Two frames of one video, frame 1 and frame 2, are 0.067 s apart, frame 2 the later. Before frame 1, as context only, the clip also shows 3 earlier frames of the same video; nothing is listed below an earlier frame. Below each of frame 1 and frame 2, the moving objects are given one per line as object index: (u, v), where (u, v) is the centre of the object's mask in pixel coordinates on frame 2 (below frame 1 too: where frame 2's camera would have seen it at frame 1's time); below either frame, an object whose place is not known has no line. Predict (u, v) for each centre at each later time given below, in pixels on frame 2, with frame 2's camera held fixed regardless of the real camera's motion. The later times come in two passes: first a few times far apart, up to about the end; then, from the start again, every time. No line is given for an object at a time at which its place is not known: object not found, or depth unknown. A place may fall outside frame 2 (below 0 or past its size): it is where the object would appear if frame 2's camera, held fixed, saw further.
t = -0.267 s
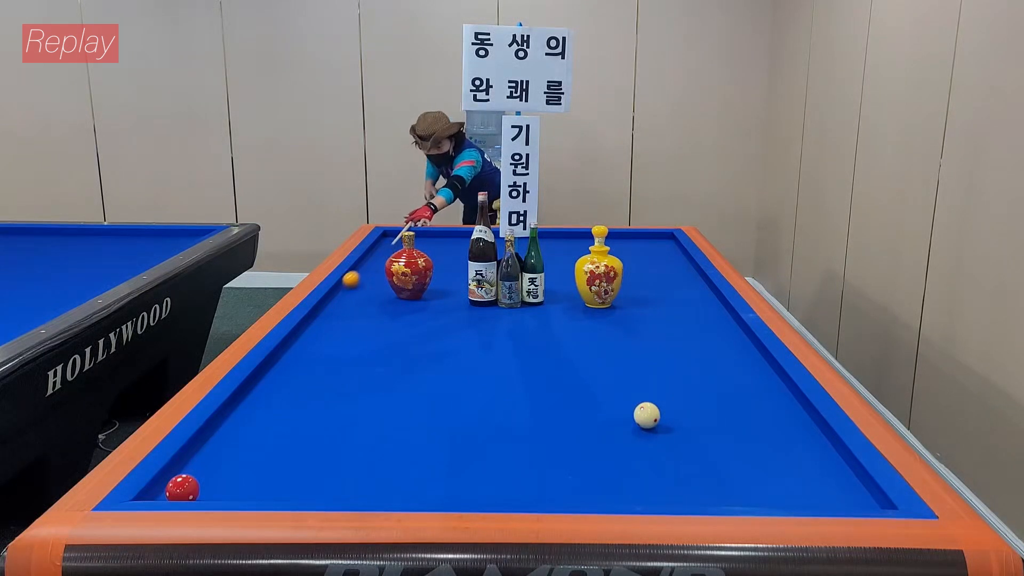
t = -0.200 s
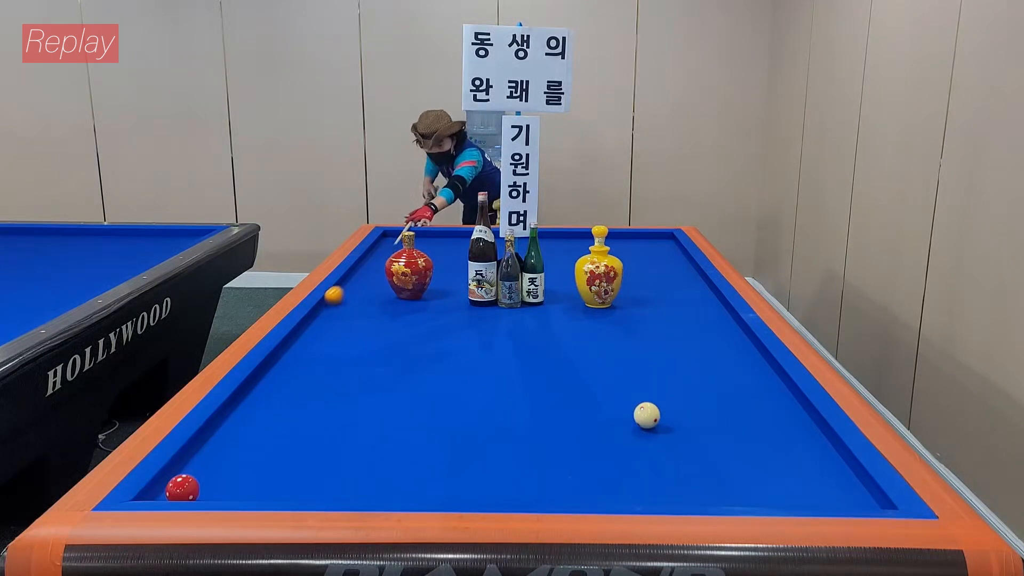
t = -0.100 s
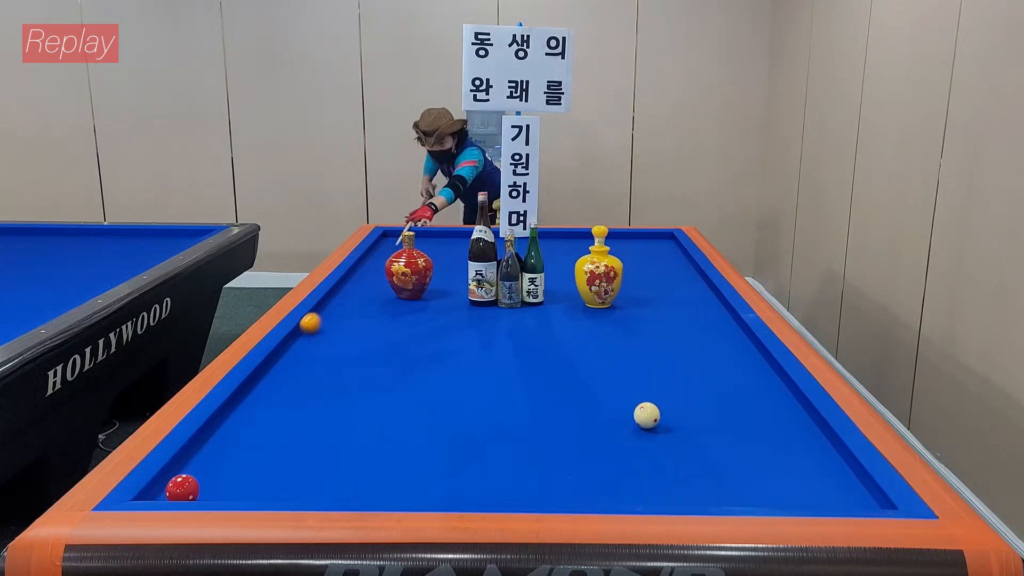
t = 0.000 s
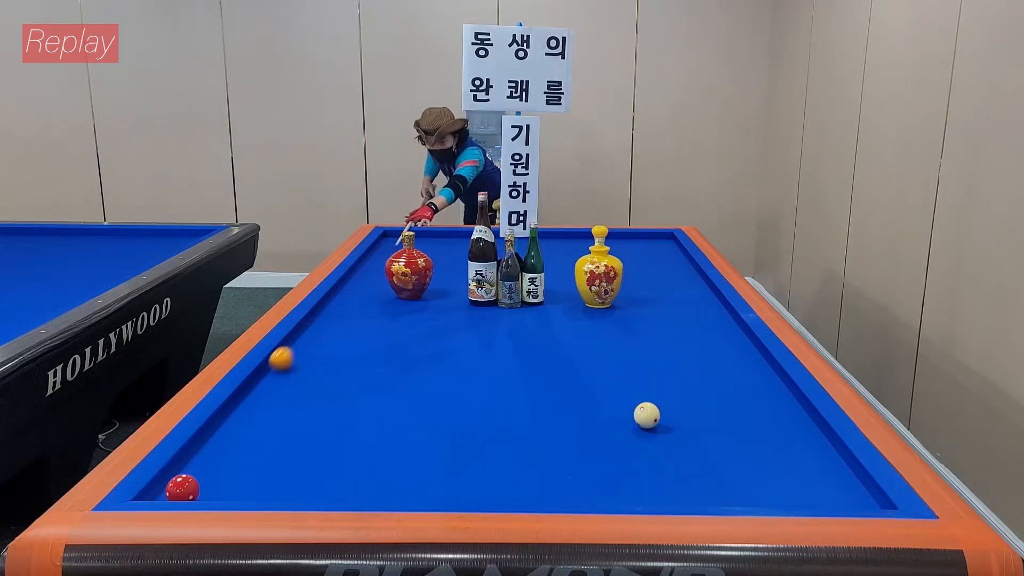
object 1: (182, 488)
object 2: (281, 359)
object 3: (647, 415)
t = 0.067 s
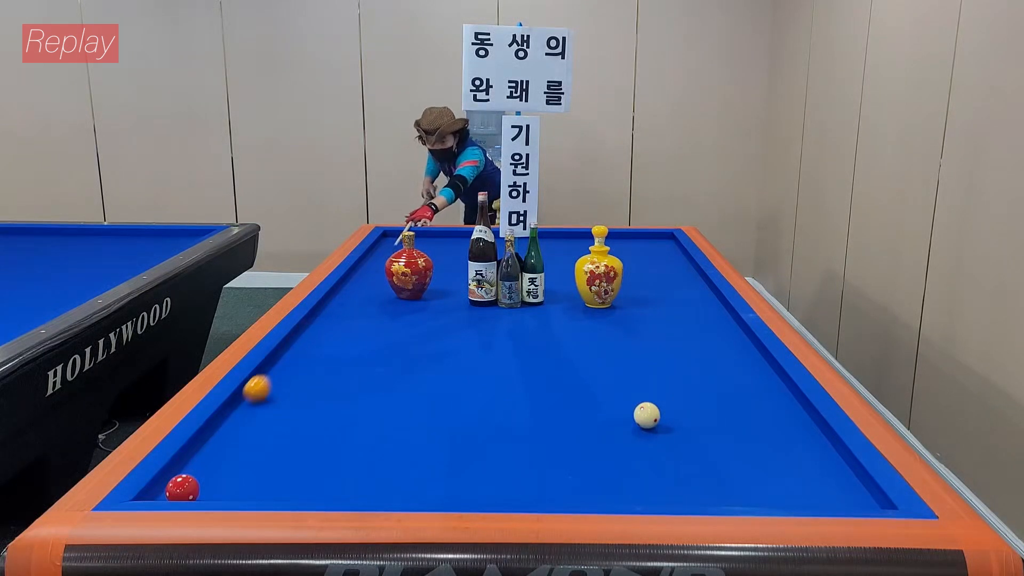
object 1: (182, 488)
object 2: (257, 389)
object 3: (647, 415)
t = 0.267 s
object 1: (213, 479)
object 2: (177, 476)
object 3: (647, 415)
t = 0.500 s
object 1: (352, 422)
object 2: (305, 487)
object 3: (647, 415)
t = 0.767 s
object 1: (455, 378)
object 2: (434, 486)
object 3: (647, 415)
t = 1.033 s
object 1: (534, 345)
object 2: (548, 480)
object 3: (647, 415)
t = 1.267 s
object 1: (590, 321)
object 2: (643, 476)
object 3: (647, 415)
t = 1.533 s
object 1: (643, 299)
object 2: (748, 472)
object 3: (647, 415)
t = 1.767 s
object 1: (682, 283)
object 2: (837, 469)
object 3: (647, 415)
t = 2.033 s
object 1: (674, 268)
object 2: (783, 454)
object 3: (647, 415)
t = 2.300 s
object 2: (725, 439)
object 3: (647, 415)
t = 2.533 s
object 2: (679, 427)
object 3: (647, 415)
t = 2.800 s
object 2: (655, 424)
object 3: (627, 407)
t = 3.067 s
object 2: (638, 424)
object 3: (606, 398)
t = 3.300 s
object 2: (624, 424)
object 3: (589, 391)
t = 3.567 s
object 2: (610, 424)
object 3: (571, 384)
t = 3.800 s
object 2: (599, 424)
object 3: (557, 378)
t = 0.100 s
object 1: (182, 488)
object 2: (243, 407)
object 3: (647, 415)
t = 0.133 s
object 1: (182, 488)
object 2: (227, 426)
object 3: (647, 415)
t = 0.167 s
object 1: (183, 488)
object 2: (210, 447)
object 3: (647, 415)
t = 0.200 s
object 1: (182, 489)
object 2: (193, 467)
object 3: (647, 415)
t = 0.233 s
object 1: (187, 489)
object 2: (175, 474)
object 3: (647, 415)
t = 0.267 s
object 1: (213, 479)
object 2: (177, 476)
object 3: (647, 415)
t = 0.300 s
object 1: (238, 469)
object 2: (198, 477)
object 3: (647, 415)
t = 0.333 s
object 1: (262, 460)
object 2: (218, 477)
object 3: (647, 415)
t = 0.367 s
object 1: (283, 452)
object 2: (236, 479)
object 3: (647, 415)
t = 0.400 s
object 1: (303, 444)
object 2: (254, 480)
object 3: (647, 415)
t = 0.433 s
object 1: (321, 436)
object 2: (272, 482)
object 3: (647, 415)
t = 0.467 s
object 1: (337, 429)
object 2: (288, 485)
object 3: (647, 415)
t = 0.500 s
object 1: (352, 422)
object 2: (305, 487)
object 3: (647, 415)
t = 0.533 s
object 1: (367, 416)
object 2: (320, 489)
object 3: (647, 415)
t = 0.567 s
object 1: (381, 410)
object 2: (336, 492)
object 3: (647, 415)
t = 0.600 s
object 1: (395, 405)
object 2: (351, 494)
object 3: (647, 415)
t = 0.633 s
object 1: (407, 399)
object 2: (369, 492)
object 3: (647, 415)
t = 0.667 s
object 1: (420, 393)
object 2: (387, 490)
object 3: (647, 415)
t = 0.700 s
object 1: (432, 388)
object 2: (403, 488)
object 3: (647, 415)
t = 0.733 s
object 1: (444, 383)
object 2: (419, 487)
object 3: (647, 415)
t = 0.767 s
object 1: (455, 378)
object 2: (434, 486)
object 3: (647, 415)
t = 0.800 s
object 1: (466, 374)
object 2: (449, 485)
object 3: (647, 415)
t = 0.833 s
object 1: (477, 369)
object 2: (463, 484)
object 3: (647, 415)
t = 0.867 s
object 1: (487, 365)
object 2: (478, 483)
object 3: (647, 415)
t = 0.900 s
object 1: (497, 361)
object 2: (492, 483)
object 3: (647, 415)
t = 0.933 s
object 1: (507, 356)
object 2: (506, 482)
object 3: (647, 415)
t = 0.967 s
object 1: (516, 353)
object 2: (520, 481)
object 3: (647, 415)
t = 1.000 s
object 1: (525, 349)
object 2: (534, 481)
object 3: (647, 415)
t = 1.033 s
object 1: (534, 345)
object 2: (548, 480)
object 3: (647, 415)
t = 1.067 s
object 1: (543, 341)
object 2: (562, 480)
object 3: (647, 415)
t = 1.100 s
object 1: (551, 338)
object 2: (575, 479)
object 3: (647, 415)
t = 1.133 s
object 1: (559, 334)
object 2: (589, 478)
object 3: (647, 415)
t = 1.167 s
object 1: (567, 331)
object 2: (603, 478)
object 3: (647, 415)
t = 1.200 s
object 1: (575, 328)
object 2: (616, 478)
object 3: (647, 415)
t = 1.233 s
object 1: (583, 324)
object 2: (630, 477)
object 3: (647, 415)
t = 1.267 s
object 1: (590, 321)
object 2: (643, 476)
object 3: (647, 415)
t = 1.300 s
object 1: (597, 318)
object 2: (657, 476)
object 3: (647, 415)
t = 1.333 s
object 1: (604, 315)
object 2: (670, 475)
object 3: (647, 415)
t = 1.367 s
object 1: (611, 312)
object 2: (683, 475)
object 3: (647, 415)
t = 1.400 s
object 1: (618, 309)
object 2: (696, 474)
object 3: (647, 415)
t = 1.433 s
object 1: (624, 307)
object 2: (709, 474)
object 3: (647, 415)
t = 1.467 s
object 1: (631, 304)
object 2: (722, 473)
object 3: (647, 415)
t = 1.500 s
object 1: (637, 301)
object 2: (735, 473)
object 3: (647, 415)
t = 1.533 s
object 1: (643, 299)
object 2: (748, 472)
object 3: (647, 415)
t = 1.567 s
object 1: (649, 297)
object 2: (761, 472)
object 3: (647, 415)
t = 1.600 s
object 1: (655, 294)
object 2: (774, 471)
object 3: (647, 415)
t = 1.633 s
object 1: (660, 292)
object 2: (787, 471)
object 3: (647, 415)
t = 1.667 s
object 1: (666, 289)
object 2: (800, 470)
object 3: (647, 415)
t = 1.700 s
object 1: (671, 287)
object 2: (812, 470)
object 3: (647, 415)
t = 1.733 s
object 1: (676, 285)
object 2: (825, 470)
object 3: (647, 415)
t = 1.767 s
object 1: (682, 283)
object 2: (837, 469)
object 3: (647, 415)
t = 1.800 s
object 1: (687, 281)
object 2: (848, 468)
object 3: (647, 415)
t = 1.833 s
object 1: (691, 278)
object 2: (836, 466)
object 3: (647, 415)
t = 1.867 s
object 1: (697, 276)
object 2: (825, 464)
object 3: (647, 415)
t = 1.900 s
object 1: (696, 274)
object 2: (815, 462)
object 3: (647, 415)
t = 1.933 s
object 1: (689, 273)
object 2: (807, 460)
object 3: (647, 415)
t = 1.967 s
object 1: (684, 271)
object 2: (799, 458)
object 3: (647, 415)
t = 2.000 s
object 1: (679, 270)
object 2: (791, 456)
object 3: (647, 415)
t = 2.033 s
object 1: (674, 268)
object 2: (783, 454)
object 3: (647, 415)
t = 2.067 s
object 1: (670, 266)
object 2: (776, 452)
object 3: (647, 415)
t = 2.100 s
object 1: (666, 265)
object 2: (768, 450)
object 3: (647, 415)
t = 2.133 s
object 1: (663, 263)
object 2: (761, 448)
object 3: (647, 415)
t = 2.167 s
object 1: (658, 262)
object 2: (754, 446)
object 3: (647, 415)
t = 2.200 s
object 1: (655, 260)
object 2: (746, 444)
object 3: (647, 415)
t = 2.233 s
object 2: (739, 442)
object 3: (647, 415)
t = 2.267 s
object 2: (732, 441)
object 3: (647, 415)
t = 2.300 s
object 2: (725, 439)
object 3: (647, 415)
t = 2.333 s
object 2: (719, 437)
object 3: (647, 415)
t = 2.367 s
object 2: (712, 435)
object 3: (647, 415)
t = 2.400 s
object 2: (705, 434)
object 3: (647, 415)
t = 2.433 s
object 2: (698, 432)
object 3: (647, 415)
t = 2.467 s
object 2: (692, 430)
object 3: (647, 415)
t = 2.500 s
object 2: (686, 429)
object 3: (647, 415)
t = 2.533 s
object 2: (679, 427)
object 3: (647, 415)
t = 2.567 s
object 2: (673, 426)
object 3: (647, 415)
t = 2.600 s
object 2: (668, 424)
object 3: (645, 414)
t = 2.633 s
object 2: (666, 425)
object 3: (642, 413)
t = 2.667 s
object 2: (664, 424)
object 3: (639, 412)
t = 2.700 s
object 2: (661, 425)
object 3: (636, 411)
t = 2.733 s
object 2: (659, 424)
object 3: (633, 409)
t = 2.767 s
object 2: (657, 424)
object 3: (630, 408)
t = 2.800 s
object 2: (655, 424)
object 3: (627, 407)
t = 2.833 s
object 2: (653, 425)
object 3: (624, 406)
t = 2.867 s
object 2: (650, 424)
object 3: (622, 405)
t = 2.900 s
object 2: (648, 424)
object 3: (619, 403)
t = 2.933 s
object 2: (646, 424)
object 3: (616, 402)
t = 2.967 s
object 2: (644, 425)
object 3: (614, 402)
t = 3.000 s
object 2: (642, 425)
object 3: (611, 401)
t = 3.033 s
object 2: (640, 425)
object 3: (609, 399)
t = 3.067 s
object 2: (638, 424)
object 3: (606, 398)
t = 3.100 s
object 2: (636, 424)
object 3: (603, 397)
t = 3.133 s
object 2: (634, 424)
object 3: (601, 396)
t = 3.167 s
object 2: (632, 424)
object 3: (598, 395)
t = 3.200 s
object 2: (630, 424)
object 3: (596, 394)
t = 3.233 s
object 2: (628, 424)
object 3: (593, 393)
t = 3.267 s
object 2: (626, 424)
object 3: (591, 392)
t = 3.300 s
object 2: (624, 424)
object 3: (589, 391)
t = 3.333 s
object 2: (623, 424)
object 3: (586, 390)
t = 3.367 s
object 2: (621, 424)
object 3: (584, 389)
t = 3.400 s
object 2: (619, 424)
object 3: (582, 389)
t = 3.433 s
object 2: (617, 424)
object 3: (580, 388)
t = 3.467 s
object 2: (615, 424)
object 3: (578, 387)
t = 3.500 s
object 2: (614, 424)
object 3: (575, 386)
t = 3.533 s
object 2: (612, 424)
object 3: (573, 385)
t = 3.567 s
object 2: (610, 424)
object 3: (571, 384)
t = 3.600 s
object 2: (609, 424)
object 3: (569, 383)
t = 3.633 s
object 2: (607, 424)
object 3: (567, 382)
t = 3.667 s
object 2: (605, 424)
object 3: (565, 382)
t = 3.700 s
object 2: (604, 424)
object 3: (563, 381)
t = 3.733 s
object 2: (602, 424)
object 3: (561, 380)
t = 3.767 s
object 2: (600, 424)
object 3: (559, 379)
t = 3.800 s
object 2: (599, 424)
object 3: (557, 378)
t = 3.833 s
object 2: (598, 424)
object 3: (555, 377)
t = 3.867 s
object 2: (596, 424)
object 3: (553, 377)
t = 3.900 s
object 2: (594, 424)
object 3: (551, 376)
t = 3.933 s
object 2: (593, 424)
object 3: (549, 375)
